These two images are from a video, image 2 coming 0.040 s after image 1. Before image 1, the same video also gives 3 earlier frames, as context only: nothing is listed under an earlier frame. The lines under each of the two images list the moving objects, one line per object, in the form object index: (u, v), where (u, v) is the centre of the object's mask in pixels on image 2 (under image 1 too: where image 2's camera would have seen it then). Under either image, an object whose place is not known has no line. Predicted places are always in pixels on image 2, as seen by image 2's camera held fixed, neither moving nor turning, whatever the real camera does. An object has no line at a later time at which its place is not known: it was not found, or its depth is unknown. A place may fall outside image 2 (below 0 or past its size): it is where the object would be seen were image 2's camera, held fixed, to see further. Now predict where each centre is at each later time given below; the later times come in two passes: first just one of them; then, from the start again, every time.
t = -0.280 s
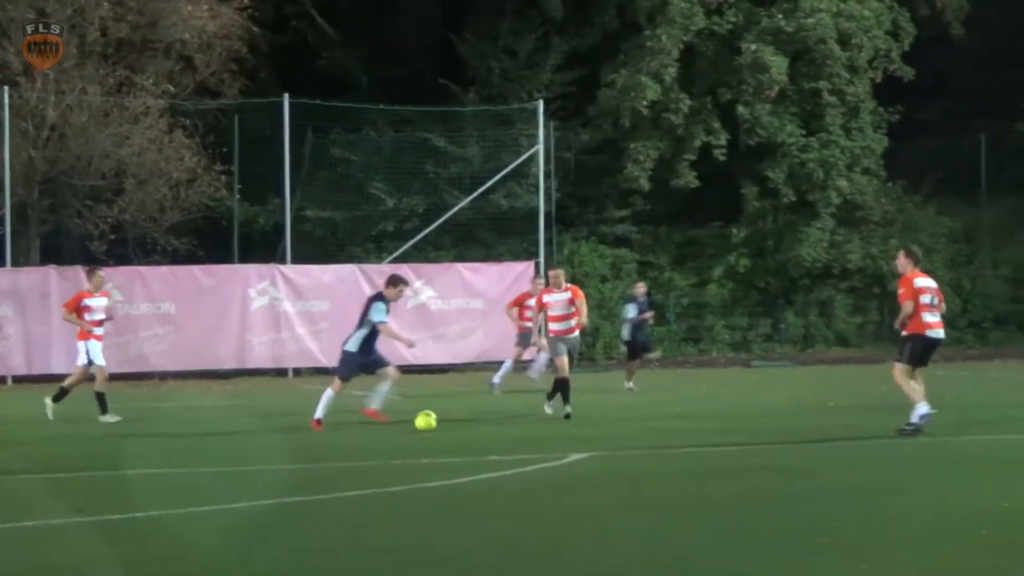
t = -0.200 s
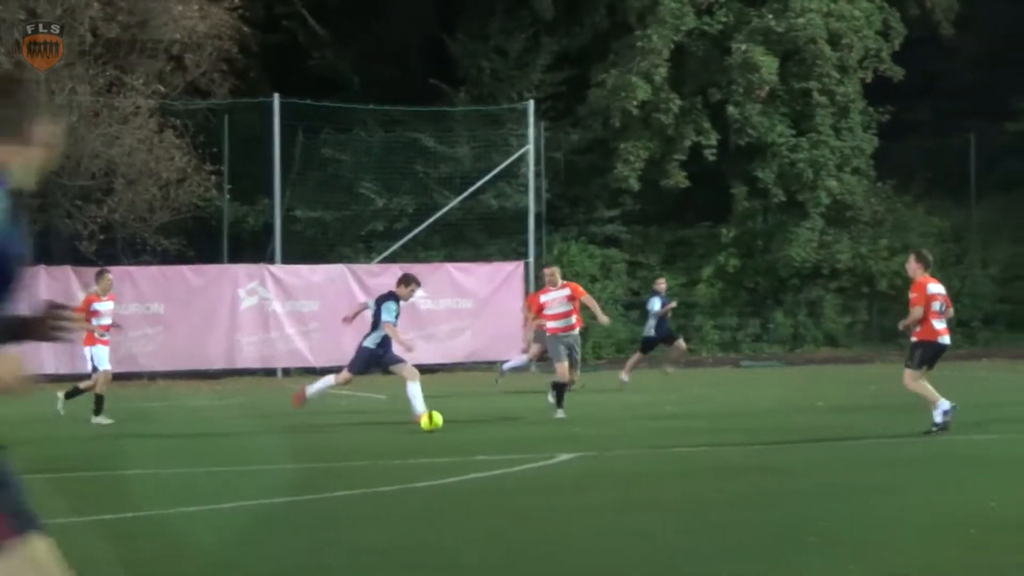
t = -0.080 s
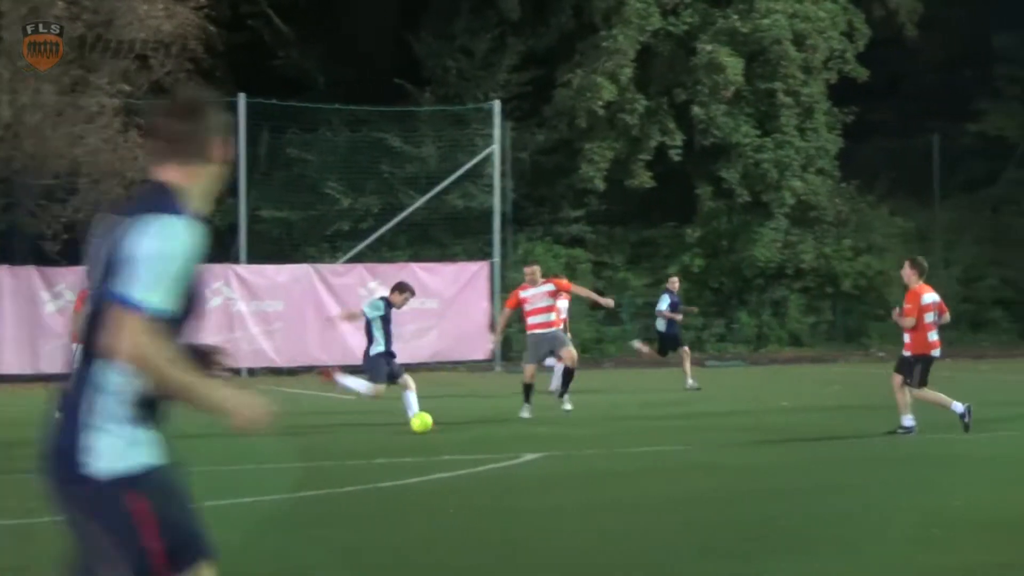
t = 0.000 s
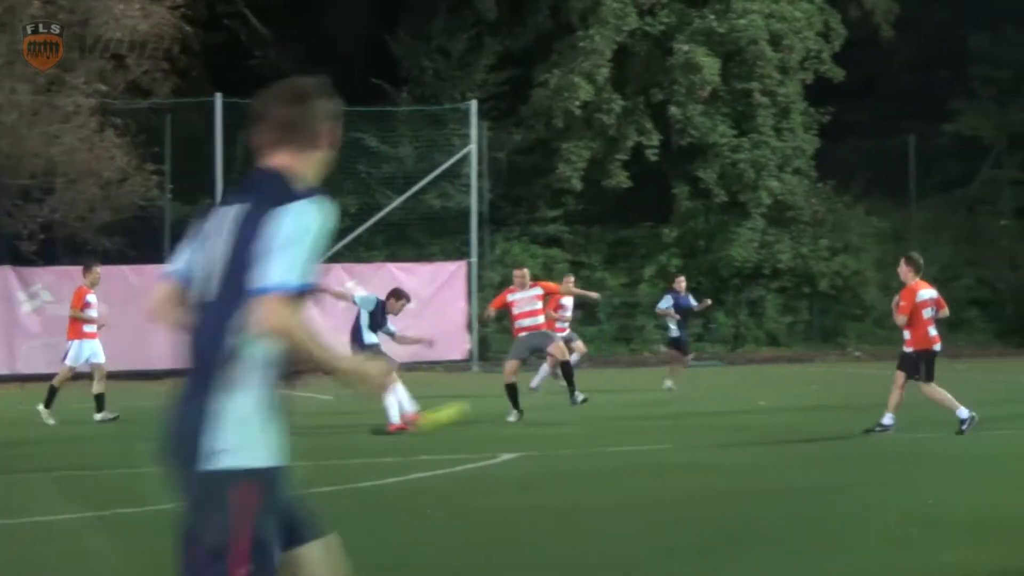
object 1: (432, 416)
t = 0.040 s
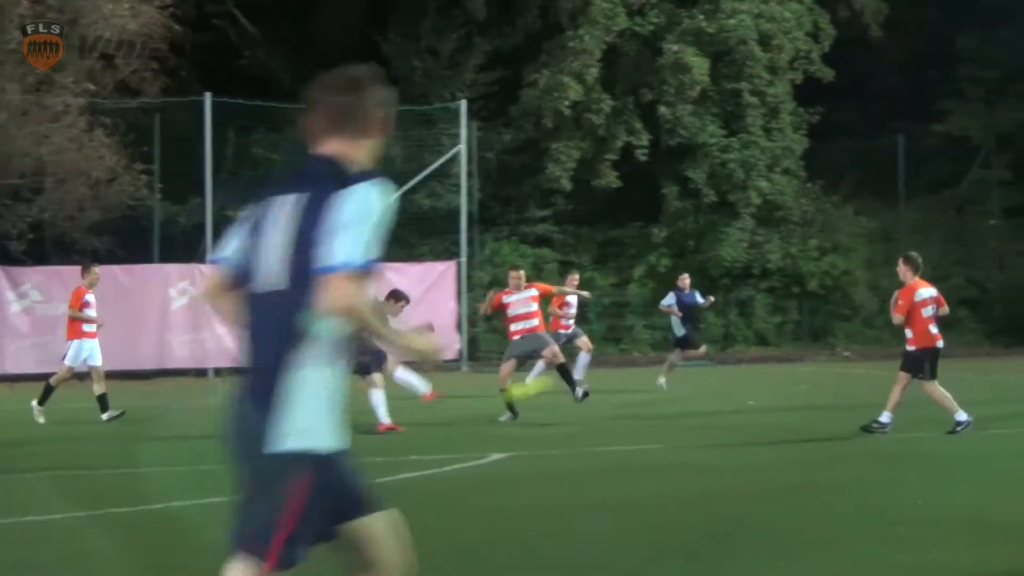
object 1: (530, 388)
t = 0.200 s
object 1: (877, 312)
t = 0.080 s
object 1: (627, 363)
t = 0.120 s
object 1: (707, 345)
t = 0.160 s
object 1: (792, 328)
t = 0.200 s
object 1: (877, 312)
